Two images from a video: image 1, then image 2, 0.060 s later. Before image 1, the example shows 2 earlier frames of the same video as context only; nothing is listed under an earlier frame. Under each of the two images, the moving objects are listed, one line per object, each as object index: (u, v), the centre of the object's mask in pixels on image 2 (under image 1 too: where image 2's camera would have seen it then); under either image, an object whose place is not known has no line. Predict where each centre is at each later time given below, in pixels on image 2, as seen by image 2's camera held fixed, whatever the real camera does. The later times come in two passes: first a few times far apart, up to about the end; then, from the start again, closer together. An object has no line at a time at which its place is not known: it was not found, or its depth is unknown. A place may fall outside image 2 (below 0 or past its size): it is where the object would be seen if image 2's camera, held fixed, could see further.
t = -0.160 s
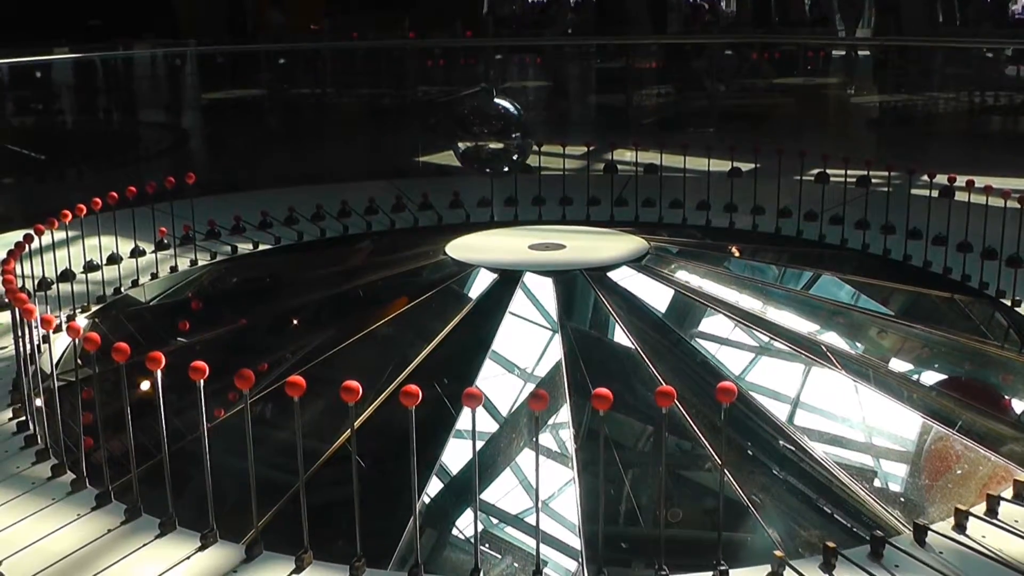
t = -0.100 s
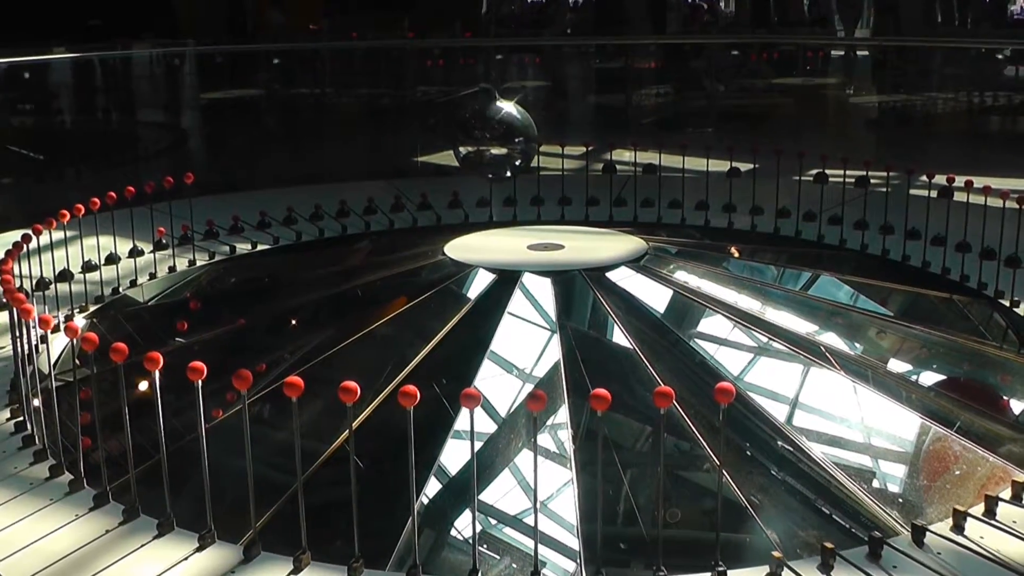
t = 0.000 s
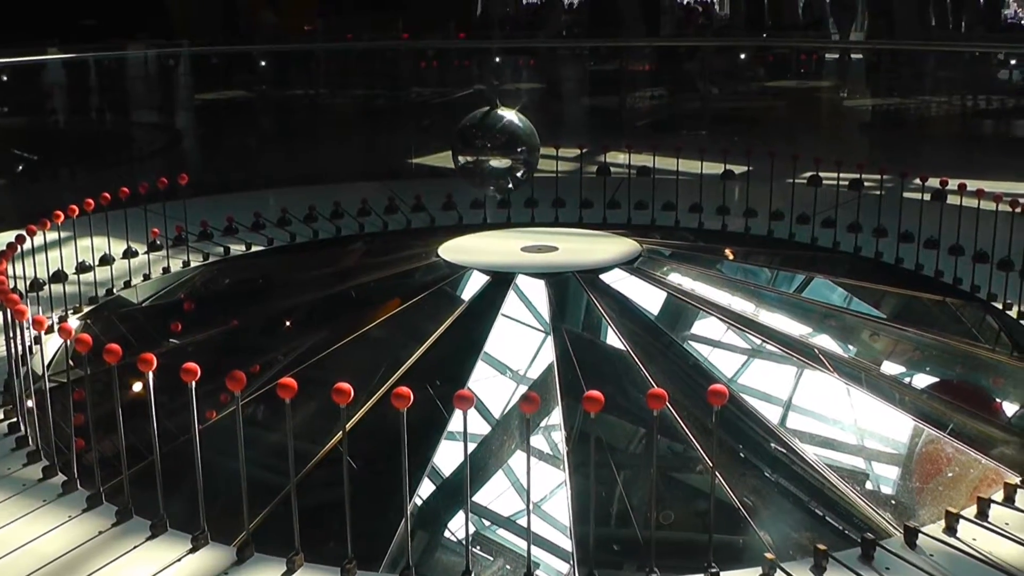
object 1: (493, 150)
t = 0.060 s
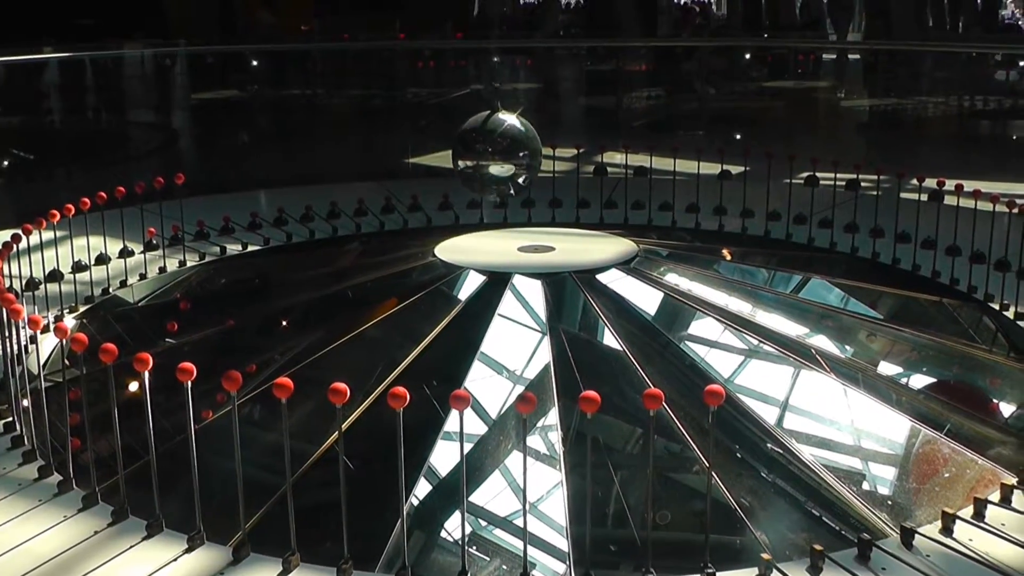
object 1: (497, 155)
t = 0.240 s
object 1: (510, 170)
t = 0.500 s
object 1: (537, 193)
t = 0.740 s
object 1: (569, 215)
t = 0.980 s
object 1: (607, 236)
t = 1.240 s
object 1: (656, 259)
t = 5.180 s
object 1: (462, 120)
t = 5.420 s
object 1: (453, 107)
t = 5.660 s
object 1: (448, 97)
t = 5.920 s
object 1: (446, 90)
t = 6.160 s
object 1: (444, 86)
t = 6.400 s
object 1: (444, 87)
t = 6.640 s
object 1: (448, 94)
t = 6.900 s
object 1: (453, 104)
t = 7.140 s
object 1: (460, 116)
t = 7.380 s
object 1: (474, 131)
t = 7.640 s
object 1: (492, 151)
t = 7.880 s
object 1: (510, 171)
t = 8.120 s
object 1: (537, 193)
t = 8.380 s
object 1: (572, 216)
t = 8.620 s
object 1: (614, 238)
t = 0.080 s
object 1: (498, 156)
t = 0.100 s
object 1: (500, 158)
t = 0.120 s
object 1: (501, 160)
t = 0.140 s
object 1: (502, 161)
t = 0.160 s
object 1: (504, 163)
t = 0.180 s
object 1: (505, 164)
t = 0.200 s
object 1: (507, 166)
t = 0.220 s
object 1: (508, 168)
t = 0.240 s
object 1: (510, 170)
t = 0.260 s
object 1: (512, 172)
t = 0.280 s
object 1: (514, 173)
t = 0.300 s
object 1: (516, 175)
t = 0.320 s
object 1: (519, 177)
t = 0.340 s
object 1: (520, 178)
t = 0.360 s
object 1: (523, 180)
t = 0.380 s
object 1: (524, 182)
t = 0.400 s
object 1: (526, 184)
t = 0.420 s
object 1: (529, 186)
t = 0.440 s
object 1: (530, 187)
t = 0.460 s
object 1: (532, 189)
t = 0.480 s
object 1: (535, 191)
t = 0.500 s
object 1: (537, 193)
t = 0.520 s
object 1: (539, 195)
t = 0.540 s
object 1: (542, 196)
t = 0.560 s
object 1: (544, 198)
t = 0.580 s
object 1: (547, 199)
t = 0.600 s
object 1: (549, 201)
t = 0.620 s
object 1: (552, 203)
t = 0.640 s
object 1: (554, 205)
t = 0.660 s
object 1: (557, 207)
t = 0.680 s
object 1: (560, 209)
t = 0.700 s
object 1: (563, 211)
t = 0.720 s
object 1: (565, 213)
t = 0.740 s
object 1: (569, 215)
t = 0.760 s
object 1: (571, 216)
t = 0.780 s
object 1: (574, 218)
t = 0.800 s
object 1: (577, 220)
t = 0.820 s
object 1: (580, 221)
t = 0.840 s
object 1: (583, 223)
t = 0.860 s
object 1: (587, 225)
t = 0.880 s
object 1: (590, 227)
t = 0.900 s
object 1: (593, 229)
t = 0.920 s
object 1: (597, 231)
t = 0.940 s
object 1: (600, 233)
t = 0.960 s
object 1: (604, 234)
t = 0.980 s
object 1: (607, 236)
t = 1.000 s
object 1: (610, 238)
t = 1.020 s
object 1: (614, 240)
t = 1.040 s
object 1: (617, 241)
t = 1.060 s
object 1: (621, 243)
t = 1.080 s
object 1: (624, 245)
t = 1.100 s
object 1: (628, 246)
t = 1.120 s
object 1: (632, 248)
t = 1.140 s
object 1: (636, 250)
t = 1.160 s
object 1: (640, 252)
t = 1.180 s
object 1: (644, 254)
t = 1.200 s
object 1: (648, 255)
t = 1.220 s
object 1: (652, 257)
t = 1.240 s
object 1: (656, 259)
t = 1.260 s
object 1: (659, 261)
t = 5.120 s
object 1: (464, 123)
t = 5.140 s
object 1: (464, 122)
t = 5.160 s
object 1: (463, 121)
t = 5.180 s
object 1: (462, 120)
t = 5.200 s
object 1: (461, 118)
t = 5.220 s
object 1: (460, 117)
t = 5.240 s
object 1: (459, 116)
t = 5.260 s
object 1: (459, 115)
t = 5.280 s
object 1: (458, 114)
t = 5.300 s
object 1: (458, 113)
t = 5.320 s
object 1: (457, 112)
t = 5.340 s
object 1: (456, 111)
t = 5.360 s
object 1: (455, 110)
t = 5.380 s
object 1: (455, 109)
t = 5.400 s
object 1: (454, 108)
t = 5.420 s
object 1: (453, 107)
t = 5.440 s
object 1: (453, 106)
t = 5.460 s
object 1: (453, 106)
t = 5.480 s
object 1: (452, 105)
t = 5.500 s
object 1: (452, 104)
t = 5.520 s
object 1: (451, 103)
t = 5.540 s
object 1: (451, 102)
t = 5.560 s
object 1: (450, 101)
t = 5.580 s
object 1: (450, 100)
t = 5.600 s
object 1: (450, 99)
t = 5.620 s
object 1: (448, 98)
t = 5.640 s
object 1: (448, 98)
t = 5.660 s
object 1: (448, 97)
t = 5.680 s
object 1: (448, 96)
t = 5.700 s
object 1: (448, 96)
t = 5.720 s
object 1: (448, 95)
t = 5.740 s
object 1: (448, 95)
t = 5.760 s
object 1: (448, 94)
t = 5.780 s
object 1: (447, 94)
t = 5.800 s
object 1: (447, 93)
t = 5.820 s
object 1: (447, 92)
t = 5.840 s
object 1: (446, 91)
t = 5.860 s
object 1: (447, 91)
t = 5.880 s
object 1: (447, 91)
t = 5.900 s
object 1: (447, 91)
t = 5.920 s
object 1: (446, 90)
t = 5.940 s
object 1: (445, 89)
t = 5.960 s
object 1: (446, 89)
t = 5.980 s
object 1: (446, 89)
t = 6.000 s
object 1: (445, 88)
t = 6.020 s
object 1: (445, 87)
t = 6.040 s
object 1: (444, 87)
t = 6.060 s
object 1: (445, 87)
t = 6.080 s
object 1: (444, 87)
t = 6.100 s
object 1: (444, 87)
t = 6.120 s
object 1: (444, 86)
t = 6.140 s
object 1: (444, 86)
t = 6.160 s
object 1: (444, 86)
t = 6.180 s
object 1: (444, 86)
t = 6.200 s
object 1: (445, 86)
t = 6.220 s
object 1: (444, 86)
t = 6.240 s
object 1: (444, 86)
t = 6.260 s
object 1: (444, 86)
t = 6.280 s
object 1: (444, 86)
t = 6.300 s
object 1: (444, 86)
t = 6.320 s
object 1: (444, 86)
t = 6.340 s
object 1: (444, 86)
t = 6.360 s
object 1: (444, 86)
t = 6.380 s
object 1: (444, 87)
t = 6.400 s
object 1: (444, 87)
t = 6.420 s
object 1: (444, 87)
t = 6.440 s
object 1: (444, 87)
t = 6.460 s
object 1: (444, 88)
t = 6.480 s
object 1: (444, 88)
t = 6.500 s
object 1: (446, 90)
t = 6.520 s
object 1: (446, 90)
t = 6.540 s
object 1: (447, 91)
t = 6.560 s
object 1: (447, 91)
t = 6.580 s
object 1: (447, 92)
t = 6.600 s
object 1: (448, 93)
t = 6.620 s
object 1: (448, 94)
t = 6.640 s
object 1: (448, 94)
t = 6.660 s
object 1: (449, 95)
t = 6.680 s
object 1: (449, 96)
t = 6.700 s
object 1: (449, 97)
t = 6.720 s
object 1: (449, 97)
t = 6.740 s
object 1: (449, 97)
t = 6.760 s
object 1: (449, 99)
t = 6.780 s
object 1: (449, 98)
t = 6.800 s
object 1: (451, 100)
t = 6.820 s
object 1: (452, 102)
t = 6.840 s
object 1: (452, 102)
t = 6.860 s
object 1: (452, 103)
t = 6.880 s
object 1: (453, 104)
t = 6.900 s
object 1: (453, 104)
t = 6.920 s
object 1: (454, 105)
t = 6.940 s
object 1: (455, 106)
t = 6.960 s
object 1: (455, 107)
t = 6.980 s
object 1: (456, 108)
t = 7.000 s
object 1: (456, 109)
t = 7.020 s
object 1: (457, 110)
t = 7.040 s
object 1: (457, 111)
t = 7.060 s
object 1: (458, 112)
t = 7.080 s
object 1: (459, 113)
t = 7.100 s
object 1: (459, 114)
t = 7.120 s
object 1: (460, 115)
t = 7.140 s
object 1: (460, 116)
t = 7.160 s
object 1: (461, 117)
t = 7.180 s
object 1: (462, 119)
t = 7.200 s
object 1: (464, 121)
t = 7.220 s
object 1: (464, 121)
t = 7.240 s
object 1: (466, 124)
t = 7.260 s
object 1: (466, 124)
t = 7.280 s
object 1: (468, 126)
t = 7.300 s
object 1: (468, 127)
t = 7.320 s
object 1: (470, 127)
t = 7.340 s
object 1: (473, 129)
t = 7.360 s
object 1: (473, 130)
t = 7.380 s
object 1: (474, 131)
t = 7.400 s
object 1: (477, 133)
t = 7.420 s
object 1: (478, 134)
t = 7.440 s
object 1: (478, 135)
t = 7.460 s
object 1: (479, 136)
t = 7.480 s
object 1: (481, 138)
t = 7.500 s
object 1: (482, 139)
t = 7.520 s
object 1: (484, 140)
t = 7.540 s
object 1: (485, 142)
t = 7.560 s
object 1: (486, 143)
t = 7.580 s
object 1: (487, 145)
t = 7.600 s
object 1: (489, 147)
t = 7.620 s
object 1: (490, 149)
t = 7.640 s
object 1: (492, 151)
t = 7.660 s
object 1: (493, 153)
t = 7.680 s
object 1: (494, 153)
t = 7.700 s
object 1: (496, 155)
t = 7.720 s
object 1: (497, 157)
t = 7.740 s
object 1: (498, 159)
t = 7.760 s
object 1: (500, 161)
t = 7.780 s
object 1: (501, 162)
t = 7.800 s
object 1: (503, 164)
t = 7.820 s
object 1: (505, 165)
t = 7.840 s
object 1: (506, 167)
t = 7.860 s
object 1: (508, 169)
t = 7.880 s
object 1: (510, 171)
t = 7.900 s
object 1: (512, 173)
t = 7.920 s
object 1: (515, 175)
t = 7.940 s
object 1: (518, 176)
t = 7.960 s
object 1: (520, 178)
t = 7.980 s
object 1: (522, 180)
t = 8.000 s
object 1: (524, 182)
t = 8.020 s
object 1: (526, 183)
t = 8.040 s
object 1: (528, 185)
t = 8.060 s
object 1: (530, 187)
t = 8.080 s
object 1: (532, 189)
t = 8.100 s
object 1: (534, 191)
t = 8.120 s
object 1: (537, 193)
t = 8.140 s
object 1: (539, 194)
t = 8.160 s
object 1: (541, 196)
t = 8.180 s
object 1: (544, 198)
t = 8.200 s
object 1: (547, 199)
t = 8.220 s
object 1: (549, 201)
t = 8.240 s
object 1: (552, 203)
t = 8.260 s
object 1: (554, 205)
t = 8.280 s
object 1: (558, 207)
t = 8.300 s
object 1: (560, 209)
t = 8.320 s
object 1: (564, 211)
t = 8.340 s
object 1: (566, 212)
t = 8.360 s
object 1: (569, 214)
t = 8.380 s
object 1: (572, 216)
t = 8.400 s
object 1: (575, 218)
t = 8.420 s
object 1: (578, 220)
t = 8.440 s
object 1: (581, 222)
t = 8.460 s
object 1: (584, 224)
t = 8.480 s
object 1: (587, 226)
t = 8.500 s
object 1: (591, 228)
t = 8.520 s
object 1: (595, 229)
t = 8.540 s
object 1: (598, 231)
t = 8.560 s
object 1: (603, 233)
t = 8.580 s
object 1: (607, 235)
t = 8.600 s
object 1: (611, 237)
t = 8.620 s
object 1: (614, 238)
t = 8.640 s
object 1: (617, 241)
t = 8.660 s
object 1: (621, 242)
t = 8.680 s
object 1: (625, 243)
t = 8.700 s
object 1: (630, 245)
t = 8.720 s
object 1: (634, 247)
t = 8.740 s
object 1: (638, 249)
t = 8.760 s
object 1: (641, 250)
